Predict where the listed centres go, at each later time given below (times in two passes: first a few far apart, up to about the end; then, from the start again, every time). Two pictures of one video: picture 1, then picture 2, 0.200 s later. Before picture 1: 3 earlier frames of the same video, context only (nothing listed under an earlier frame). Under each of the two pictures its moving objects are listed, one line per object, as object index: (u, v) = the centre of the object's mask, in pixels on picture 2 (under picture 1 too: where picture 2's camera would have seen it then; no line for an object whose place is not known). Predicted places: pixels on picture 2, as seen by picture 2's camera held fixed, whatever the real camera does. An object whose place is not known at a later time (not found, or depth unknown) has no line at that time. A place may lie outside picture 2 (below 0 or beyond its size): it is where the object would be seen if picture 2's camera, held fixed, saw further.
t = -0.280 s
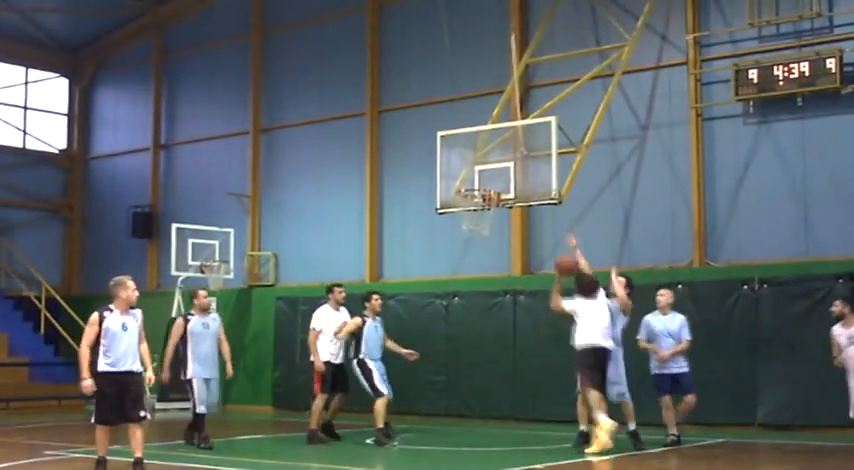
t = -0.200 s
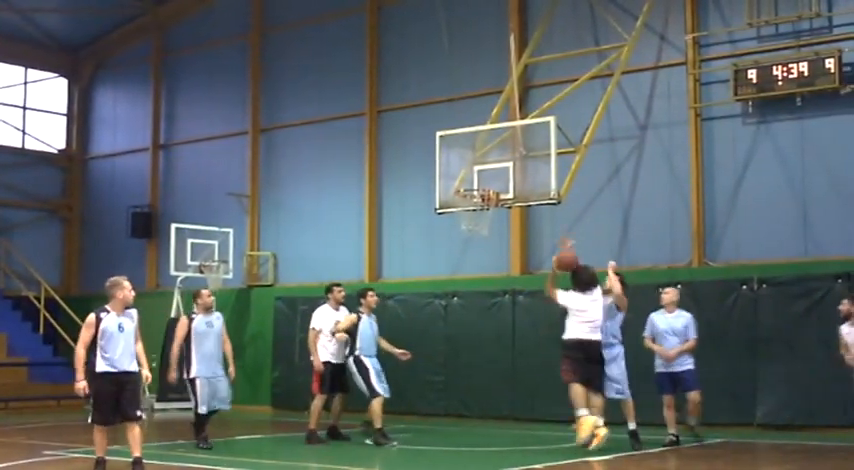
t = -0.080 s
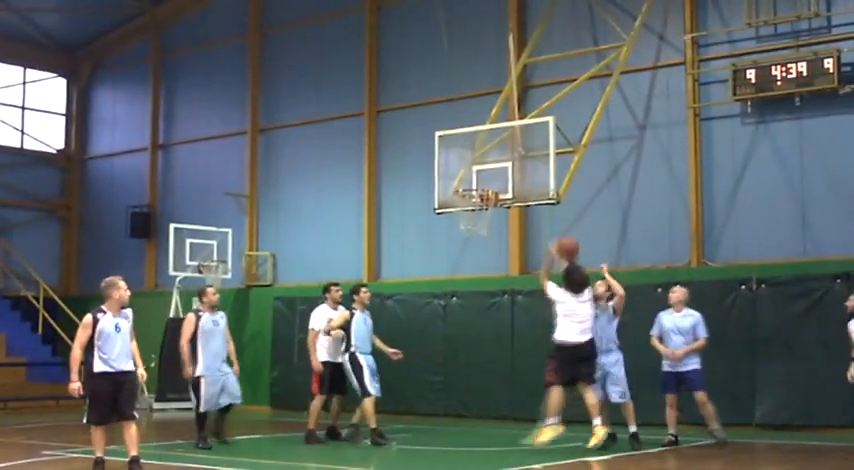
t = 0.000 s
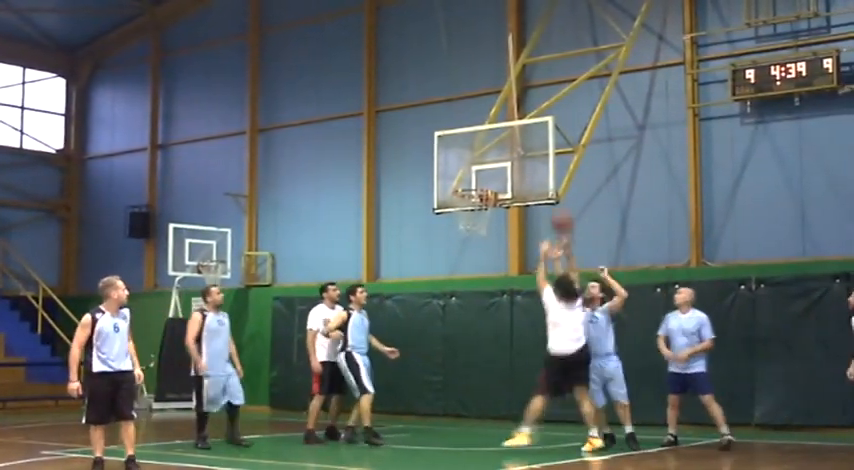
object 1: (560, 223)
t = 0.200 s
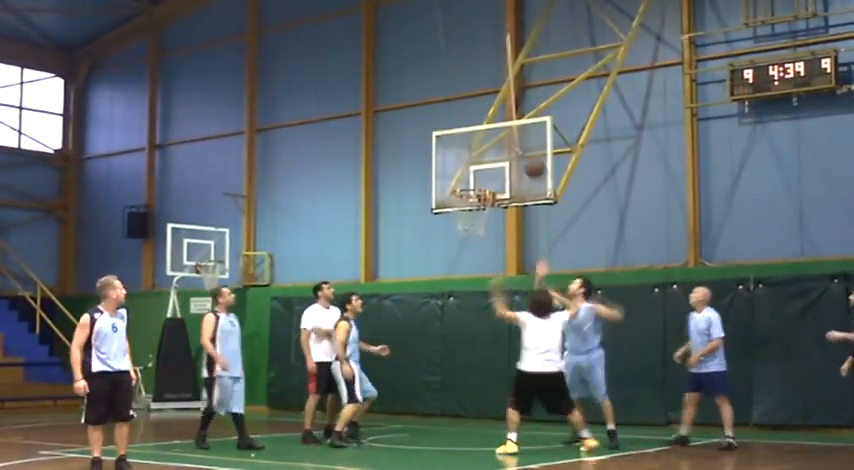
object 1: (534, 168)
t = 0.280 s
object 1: (526, 157)
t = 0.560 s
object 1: (497, 162)
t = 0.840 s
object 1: (465, 193)
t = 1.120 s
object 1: (491, 221)
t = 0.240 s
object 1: (529, 161)
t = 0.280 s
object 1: (526, 157)
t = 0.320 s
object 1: (523, 155)
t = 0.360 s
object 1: (518, 153)
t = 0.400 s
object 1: (514, 152)
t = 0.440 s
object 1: (509, 152)
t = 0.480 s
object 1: (505, 154)
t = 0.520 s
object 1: (502, 157)
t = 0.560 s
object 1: (497, 162)
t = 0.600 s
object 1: (493, 167)
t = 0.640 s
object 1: (486, 170)
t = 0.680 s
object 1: (481, 173)
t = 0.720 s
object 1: (474, 178)
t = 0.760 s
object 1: (463, 185)
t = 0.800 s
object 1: (463, 191)
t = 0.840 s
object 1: (465, 193)
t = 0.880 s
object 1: (468, 196)
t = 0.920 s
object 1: (476, 200)
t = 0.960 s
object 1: (479, 209)
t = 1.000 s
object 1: (485, 212)
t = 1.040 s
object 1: (488, 219)
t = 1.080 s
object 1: (490, 219)
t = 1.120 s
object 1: (491, 221)
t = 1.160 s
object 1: (491, 224)
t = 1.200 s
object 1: (491, 228)
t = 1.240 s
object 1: (492, 234)
